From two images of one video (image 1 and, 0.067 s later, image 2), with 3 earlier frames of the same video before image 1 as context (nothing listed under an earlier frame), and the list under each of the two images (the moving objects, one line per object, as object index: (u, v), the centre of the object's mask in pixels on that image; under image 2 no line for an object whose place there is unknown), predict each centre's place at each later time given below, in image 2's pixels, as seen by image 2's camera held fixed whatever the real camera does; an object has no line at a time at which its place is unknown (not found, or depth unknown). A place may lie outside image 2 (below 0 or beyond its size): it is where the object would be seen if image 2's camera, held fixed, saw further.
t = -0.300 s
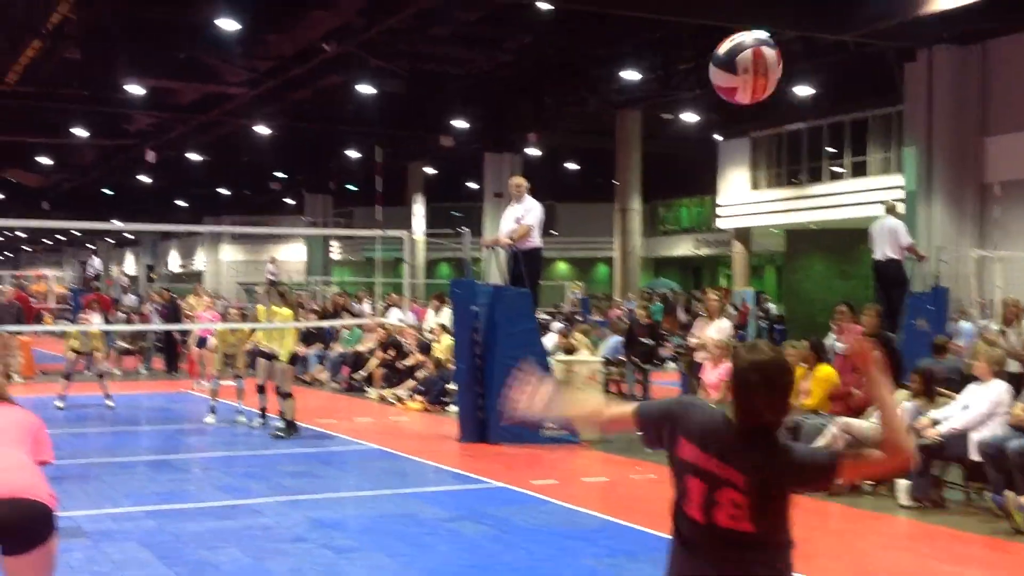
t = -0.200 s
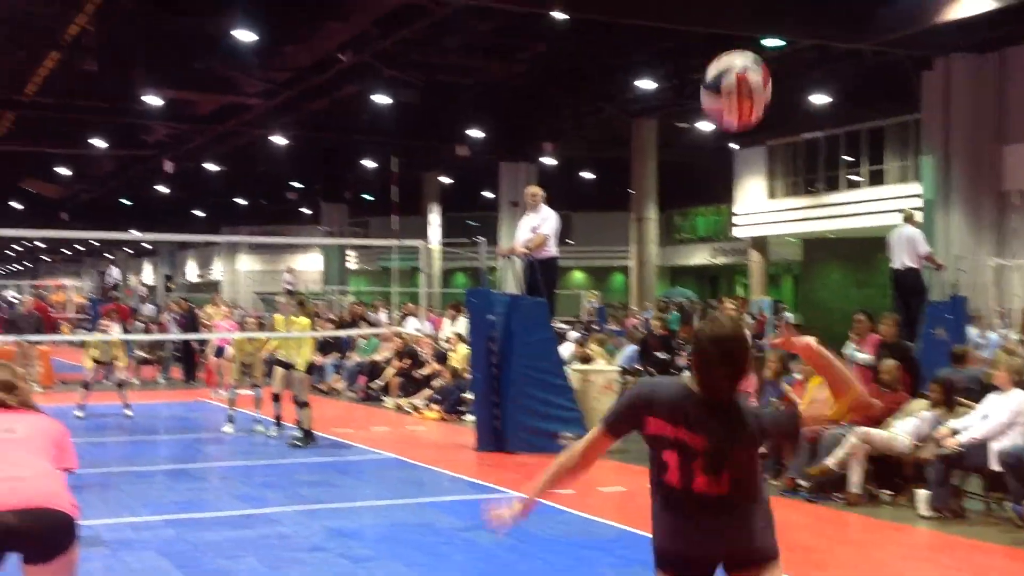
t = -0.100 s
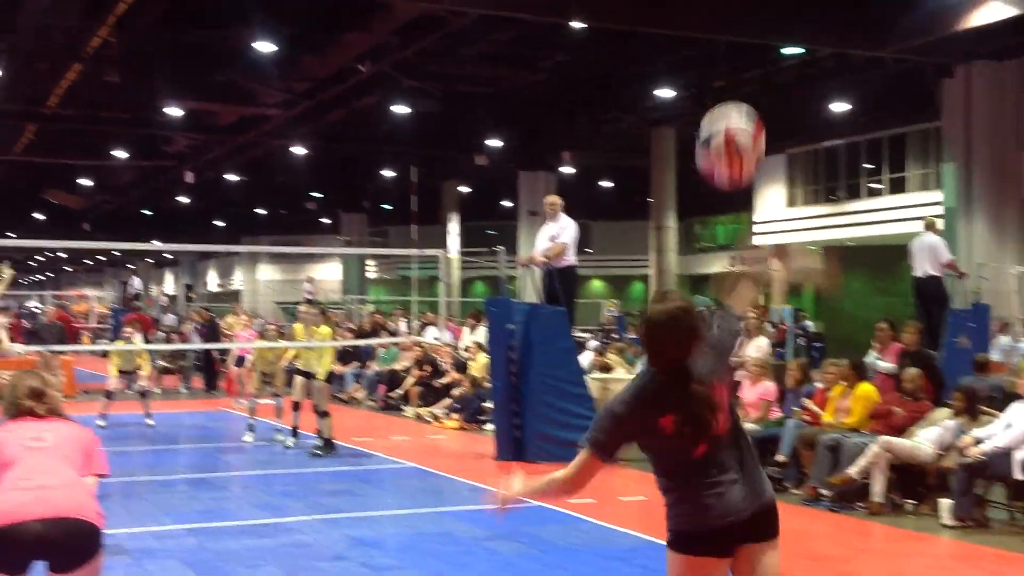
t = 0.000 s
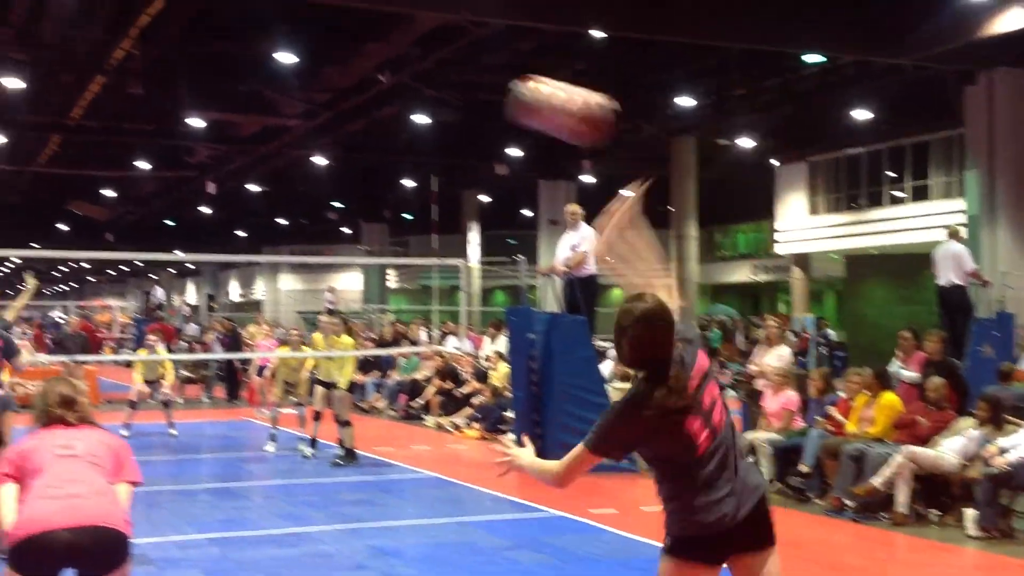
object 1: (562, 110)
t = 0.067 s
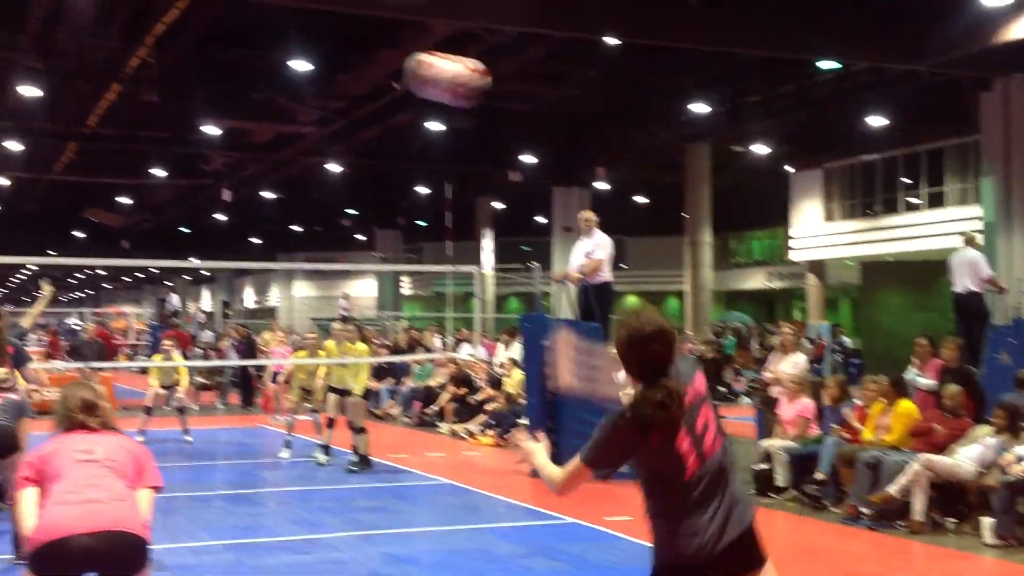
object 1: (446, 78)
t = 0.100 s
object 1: (393, 64)
